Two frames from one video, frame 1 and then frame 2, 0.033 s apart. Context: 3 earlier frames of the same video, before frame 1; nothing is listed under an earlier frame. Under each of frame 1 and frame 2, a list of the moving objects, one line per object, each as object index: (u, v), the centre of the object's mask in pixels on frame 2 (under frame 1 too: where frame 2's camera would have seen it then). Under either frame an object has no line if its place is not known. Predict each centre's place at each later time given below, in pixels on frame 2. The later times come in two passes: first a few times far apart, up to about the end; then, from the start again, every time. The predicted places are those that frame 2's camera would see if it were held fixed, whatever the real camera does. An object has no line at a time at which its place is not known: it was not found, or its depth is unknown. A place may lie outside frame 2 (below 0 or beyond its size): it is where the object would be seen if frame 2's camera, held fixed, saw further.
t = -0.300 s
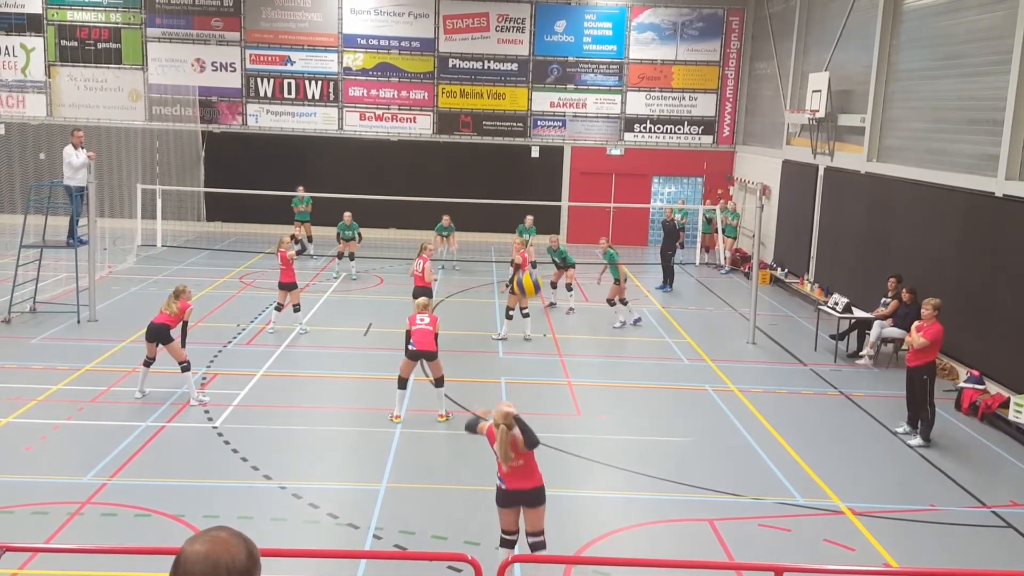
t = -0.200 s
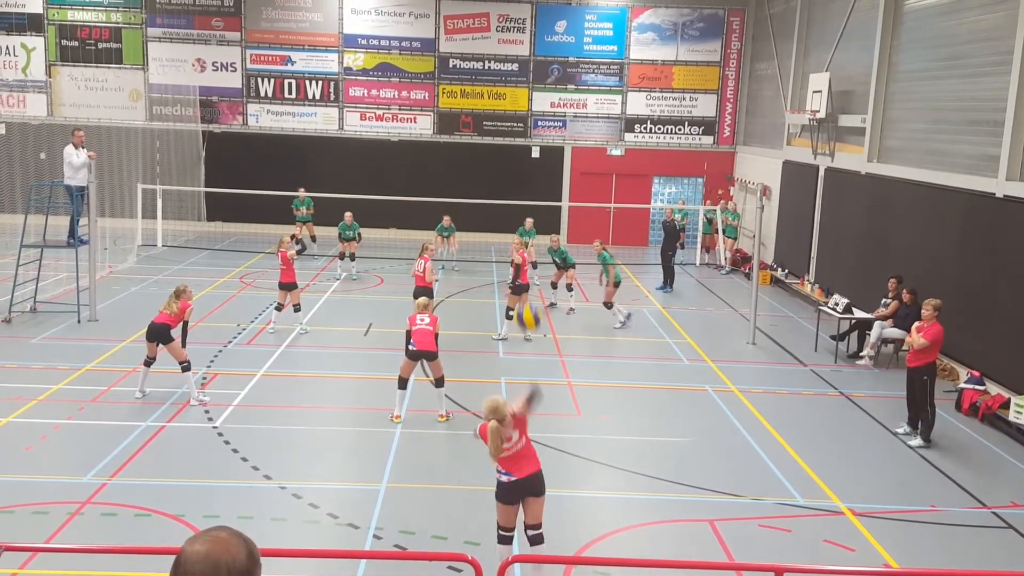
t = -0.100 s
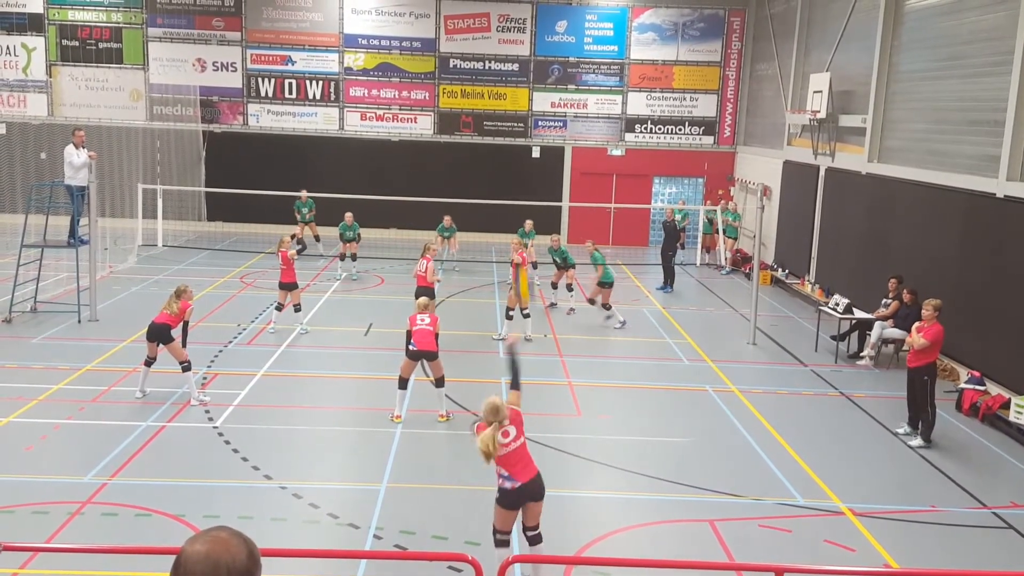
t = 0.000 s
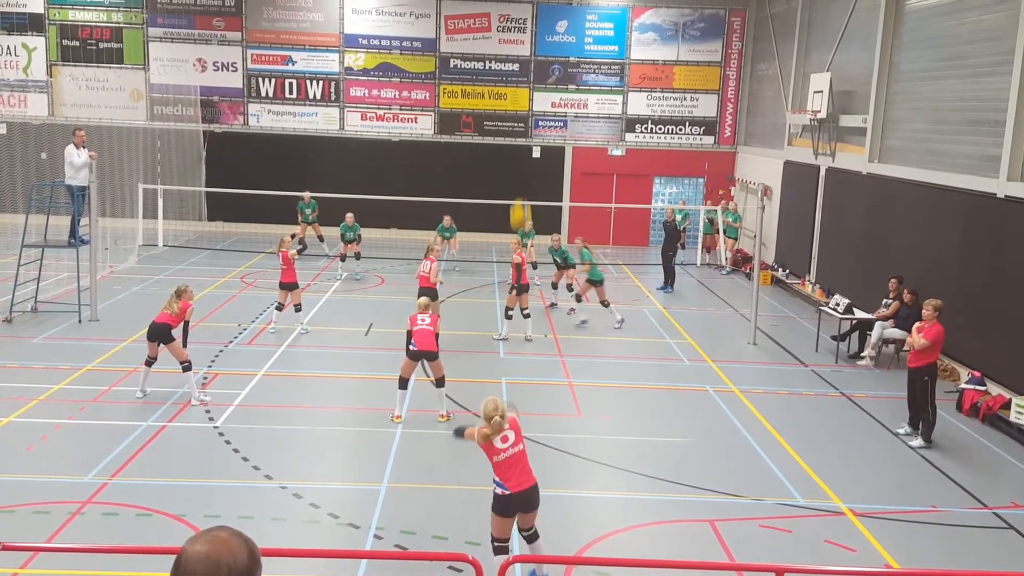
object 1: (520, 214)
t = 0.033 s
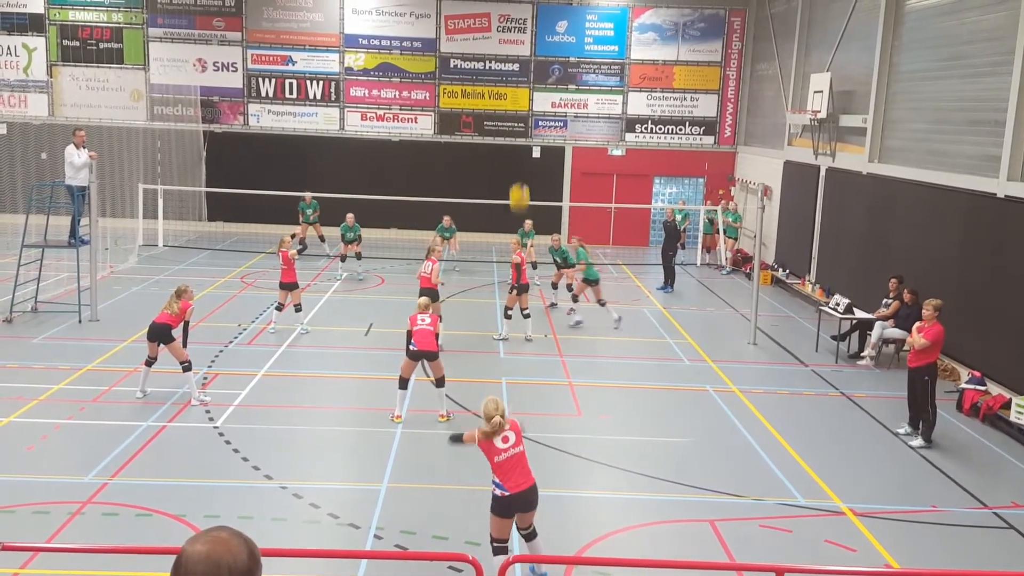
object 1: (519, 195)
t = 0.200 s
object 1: (515, 147)
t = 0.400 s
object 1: (511, 130)
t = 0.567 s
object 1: (504, 134)
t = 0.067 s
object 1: (518, 182)
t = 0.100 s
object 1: (518, 169)
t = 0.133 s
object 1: (517, 160)
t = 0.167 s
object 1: (516, 154)
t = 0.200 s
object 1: (515, 147)
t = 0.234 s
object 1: (515, 142)
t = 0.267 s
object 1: (514, 138)
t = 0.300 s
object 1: (514, 135)
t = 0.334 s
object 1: (513, 132)
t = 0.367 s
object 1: (512, 131)
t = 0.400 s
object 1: (511, 130)
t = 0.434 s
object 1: (510, 130)
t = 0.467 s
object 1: (508, 130)
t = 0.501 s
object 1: (507, 130)
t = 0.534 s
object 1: (506, 132)
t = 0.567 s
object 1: (504, 134)
